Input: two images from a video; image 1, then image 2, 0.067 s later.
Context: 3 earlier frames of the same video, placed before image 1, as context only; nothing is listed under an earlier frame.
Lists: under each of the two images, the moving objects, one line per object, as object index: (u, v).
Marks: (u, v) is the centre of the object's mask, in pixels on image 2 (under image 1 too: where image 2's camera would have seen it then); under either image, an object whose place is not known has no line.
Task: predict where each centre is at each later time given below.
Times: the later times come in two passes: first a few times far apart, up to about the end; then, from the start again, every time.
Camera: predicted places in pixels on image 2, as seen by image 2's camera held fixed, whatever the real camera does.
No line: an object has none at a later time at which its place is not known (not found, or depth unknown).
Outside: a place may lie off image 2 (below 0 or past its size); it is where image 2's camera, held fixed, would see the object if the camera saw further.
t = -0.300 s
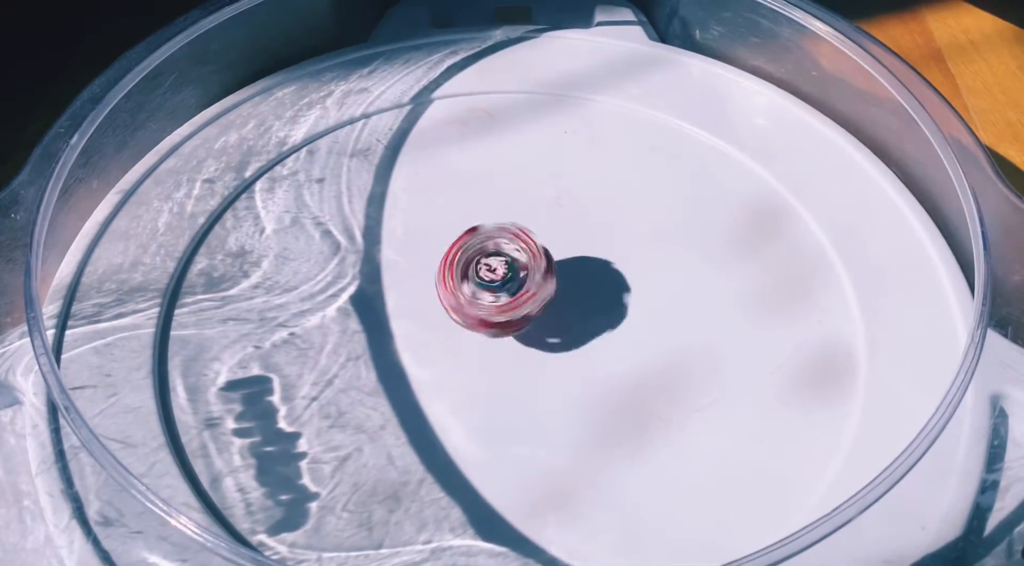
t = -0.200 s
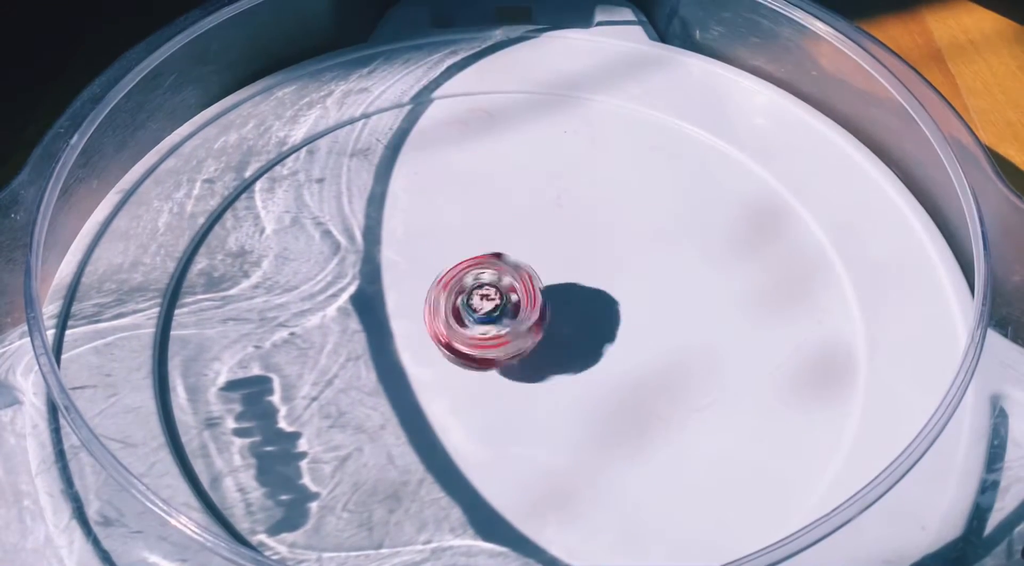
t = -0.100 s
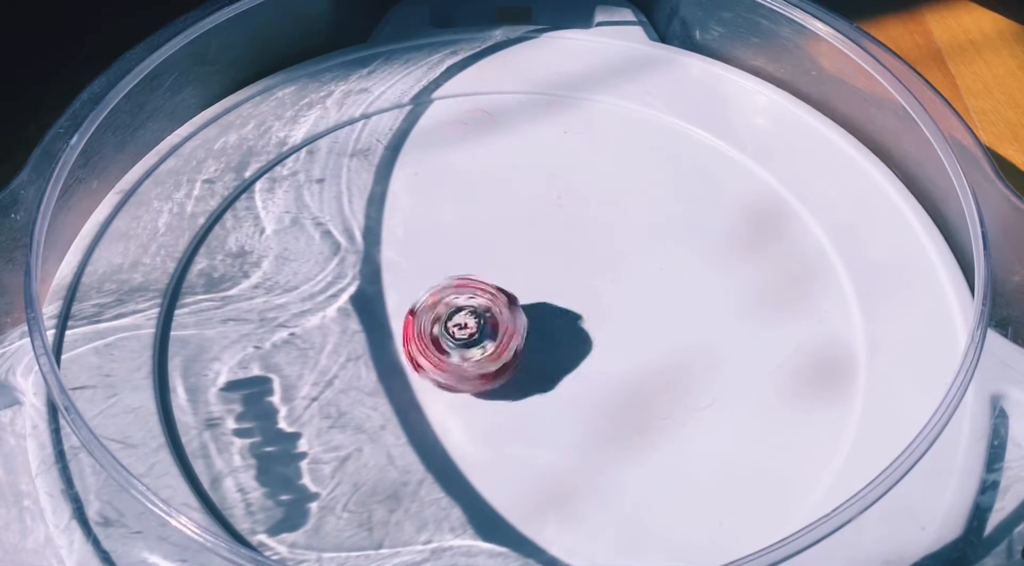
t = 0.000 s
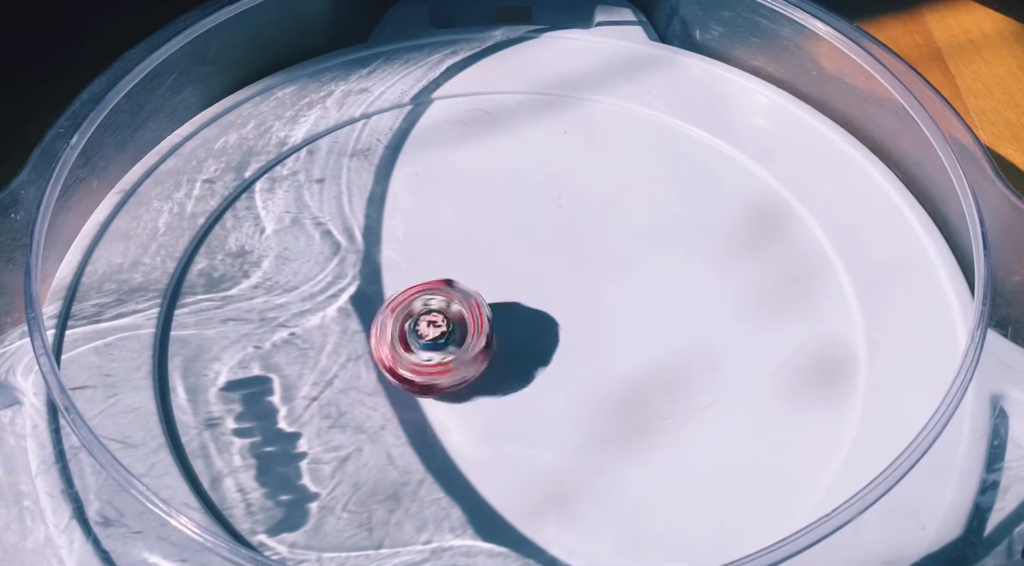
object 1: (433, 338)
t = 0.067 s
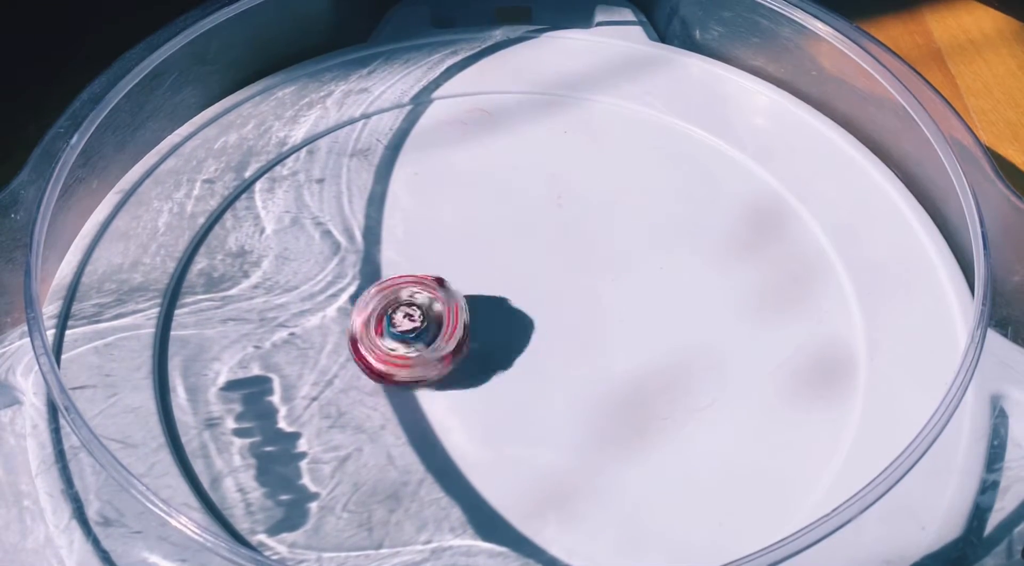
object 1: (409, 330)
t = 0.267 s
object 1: (330, 248)
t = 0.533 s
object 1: (425, 112)
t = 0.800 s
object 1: (678, 323)
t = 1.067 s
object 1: (261, 475)
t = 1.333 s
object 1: (391, 93)
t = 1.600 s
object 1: (831, 283)
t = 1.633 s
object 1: (839, 351)
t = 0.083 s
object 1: (402, 325)
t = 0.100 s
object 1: (395, 319)
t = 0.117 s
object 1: (390, 316)
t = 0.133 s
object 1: (383, 310)
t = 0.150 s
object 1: (376, 304)
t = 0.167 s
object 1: (369, 299)
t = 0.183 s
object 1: (362, 291)
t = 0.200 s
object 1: (356, 284)
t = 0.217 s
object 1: (349, 275)
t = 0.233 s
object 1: (343, 266)
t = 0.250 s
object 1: (336, 256)
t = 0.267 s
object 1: (330, 248)
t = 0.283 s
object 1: (323, 235)
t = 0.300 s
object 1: (318, 225)
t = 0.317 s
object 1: (314, 214)
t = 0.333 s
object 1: (310, 201)
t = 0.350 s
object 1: (309, 186)
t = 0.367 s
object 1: (308, 174)
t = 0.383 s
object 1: (308, 160)
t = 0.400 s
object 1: (310, 147)
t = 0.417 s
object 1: (313, 132)
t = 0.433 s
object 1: (317, 118)
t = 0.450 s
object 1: (334, 115)
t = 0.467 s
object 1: (351, 116)
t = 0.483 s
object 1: (368, 114)
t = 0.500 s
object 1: (387, 113)
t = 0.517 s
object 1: (406, 113)
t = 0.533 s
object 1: (425, 112)
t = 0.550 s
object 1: (444, 110)
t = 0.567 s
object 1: (463, 109)
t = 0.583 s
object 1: (484, 109)
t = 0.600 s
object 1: (505, 112)
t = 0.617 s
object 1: (527, 117)
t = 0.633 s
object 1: (549, 126)
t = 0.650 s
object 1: (570, 137)
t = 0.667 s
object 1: (590, 151)
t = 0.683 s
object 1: (609, 167)
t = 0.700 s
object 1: (627, 184)
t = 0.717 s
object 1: (641, 205)
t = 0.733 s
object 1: (654, 225)
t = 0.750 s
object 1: (665, 248)
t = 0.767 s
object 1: (672, 272)
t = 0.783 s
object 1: (677, 297)
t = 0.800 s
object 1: (678, 323)
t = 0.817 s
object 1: (675, 351)
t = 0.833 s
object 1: (669, 379)
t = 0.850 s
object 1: (659, 407)
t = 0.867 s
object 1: (645, 434)
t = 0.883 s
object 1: (626, 460)
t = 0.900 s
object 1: (602, 485)
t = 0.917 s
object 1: (574, 503)
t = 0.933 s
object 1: (541, 514)
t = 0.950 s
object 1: (505, 522)
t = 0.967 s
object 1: (466, 526)
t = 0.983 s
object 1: (428, 520)
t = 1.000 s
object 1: (390, 516)
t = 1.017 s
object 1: (353, 515)
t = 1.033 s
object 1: (320, 504)
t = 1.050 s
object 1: (289, 489)
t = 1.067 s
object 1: (261, 475)
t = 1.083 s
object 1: (234, 449)
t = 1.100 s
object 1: (206, 429)
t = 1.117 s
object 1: (184, 401)
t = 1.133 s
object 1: (165, 373)
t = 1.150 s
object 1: (149, 343)
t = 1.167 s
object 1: (160, 307)
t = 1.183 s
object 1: (177, 276)
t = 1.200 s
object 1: (193, 249)
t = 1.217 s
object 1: (210, 218)
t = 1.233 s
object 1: (224, 193)
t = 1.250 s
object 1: (240, 166)
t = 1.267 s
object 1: (268, 146)
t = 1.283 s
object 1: (297, 129)
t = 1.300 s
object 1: (329, 115)
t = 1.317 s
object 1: (356, 102)
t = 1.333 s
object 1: (391, 93)
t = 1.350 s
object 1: (425, 85)
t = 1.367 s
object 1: (459, 79)
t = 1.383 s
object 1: (493, 77)
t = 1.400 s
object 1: (527, 77)
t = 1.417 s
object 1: (562, 80)
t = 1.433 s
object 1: (596, 86)
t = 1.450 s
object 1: (629, 95)
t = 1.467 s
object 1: (661, 106)
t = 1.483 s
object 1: (690, 119)
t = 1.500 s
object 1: (717, 135)
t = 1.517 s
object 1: (744, 153)
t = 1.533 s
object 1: (769, 175)
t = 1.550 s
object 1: (791, 198)
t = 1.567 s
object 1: (808, 225)
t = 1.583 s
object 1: (822, 254)
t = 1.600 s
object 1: (831, 283)
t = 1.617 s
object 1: (838, 316)
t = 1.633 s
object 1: (839, 351)
